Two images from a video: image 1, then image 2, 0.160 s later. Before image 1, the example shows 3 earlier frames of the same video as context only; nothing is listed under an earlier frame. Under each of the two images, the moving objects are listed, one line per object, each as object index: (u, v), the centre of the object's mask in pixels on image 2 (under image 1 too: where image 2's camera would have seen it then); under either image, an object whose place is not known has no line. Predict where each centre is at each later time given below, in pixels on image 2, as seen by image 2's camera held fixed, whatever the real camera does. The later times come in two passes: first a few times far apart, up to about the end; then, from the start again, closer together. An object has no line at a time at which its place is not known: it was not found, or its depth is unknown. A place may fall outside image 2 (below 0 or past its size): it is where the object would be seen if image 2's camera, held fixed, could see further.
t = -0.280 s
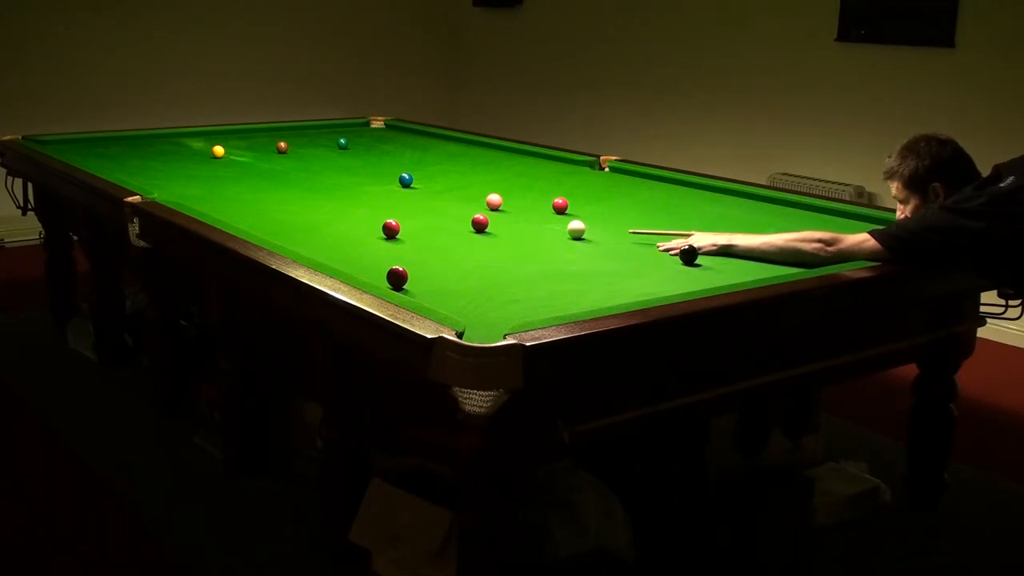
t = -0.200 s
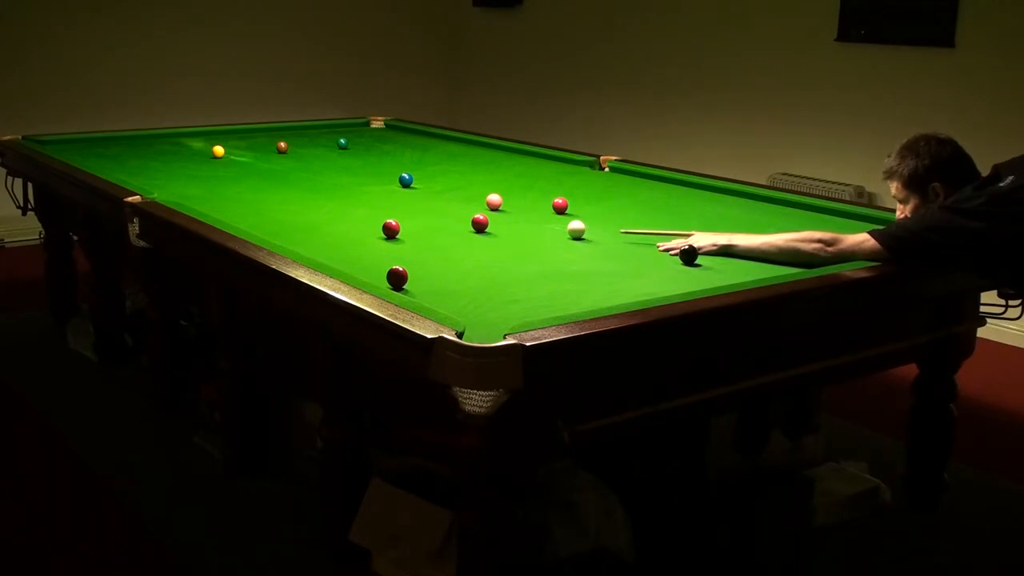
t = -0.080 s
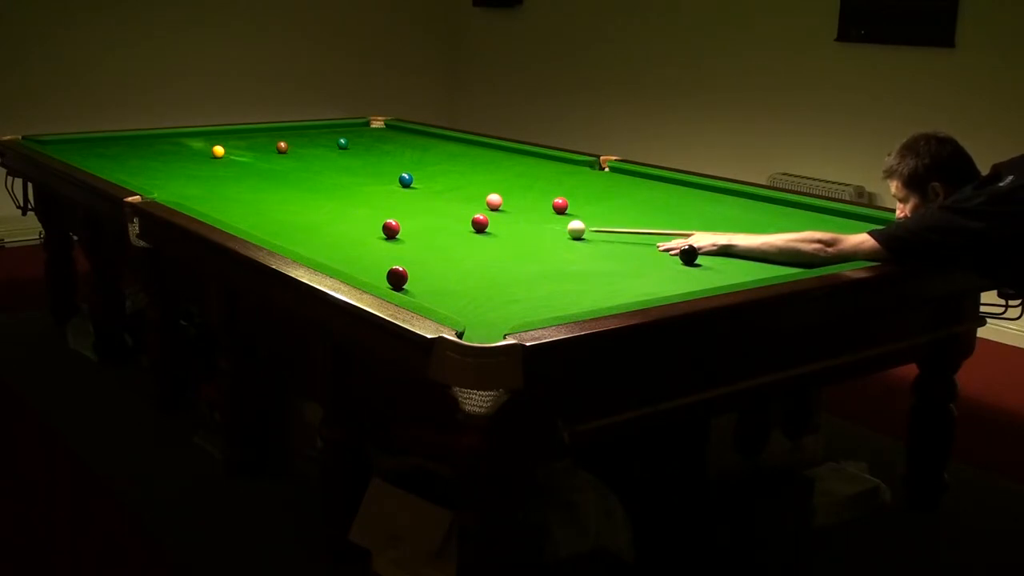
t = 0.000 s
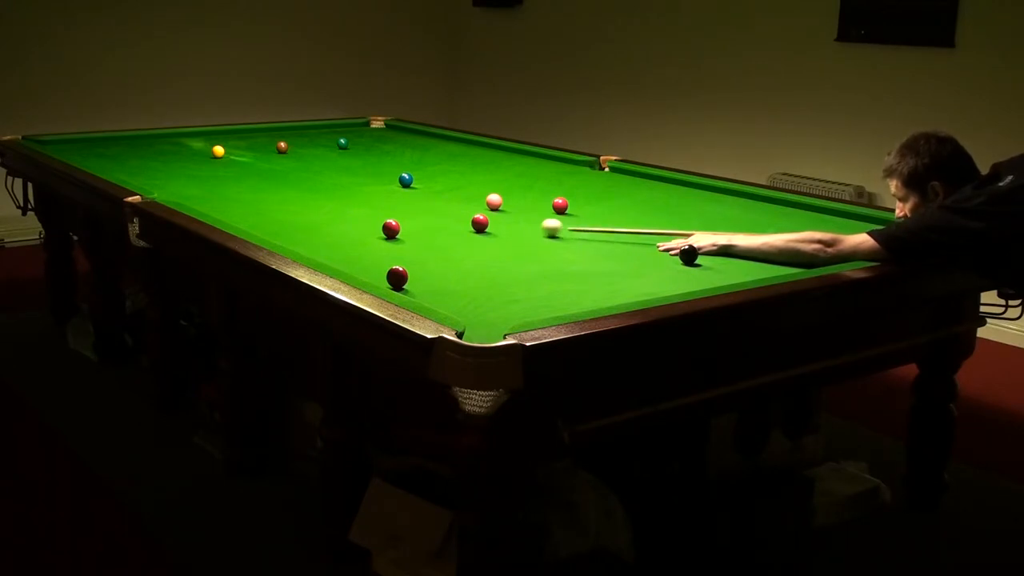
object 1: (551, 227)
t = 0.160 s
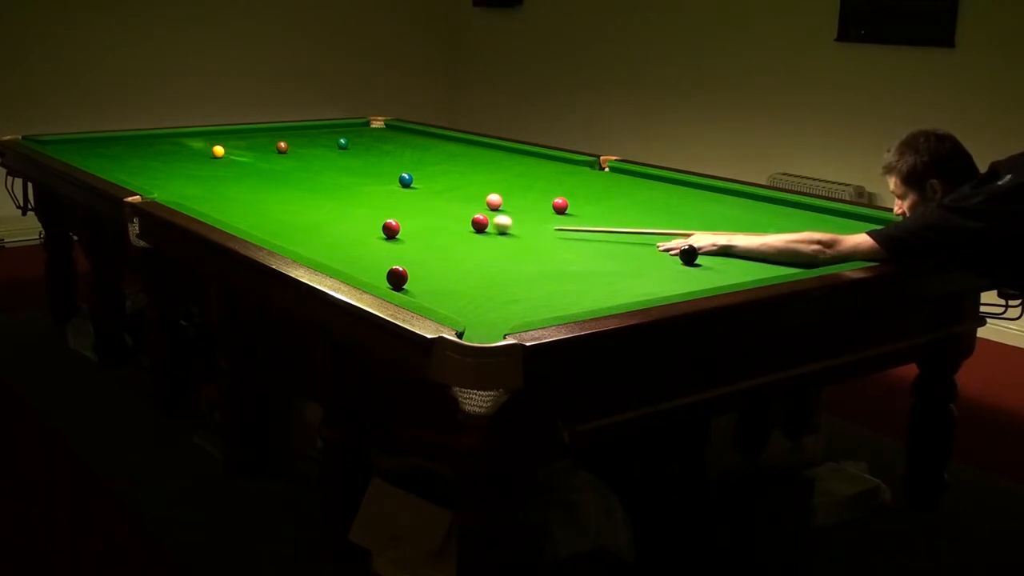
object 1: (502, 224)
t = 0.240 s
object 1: (495, 223)
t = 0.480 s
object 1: (480, 222)
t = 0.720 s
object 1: (467, 221)
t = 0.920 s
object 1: (457, 221)
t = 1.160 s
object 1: (448, 220)
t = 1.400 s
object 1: (441, 220)
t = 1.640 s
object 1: (435, 220)
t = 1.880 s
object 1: (432, 220)
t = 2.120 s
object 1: (431, 220)
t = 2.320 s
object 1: (431, 220)
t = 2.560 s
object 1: (431, 220)
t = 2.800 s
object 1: (431, 219)
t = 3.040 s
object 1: (431, 220)
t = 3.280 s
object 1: (431, 219)
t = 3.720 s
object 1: (427, 218)
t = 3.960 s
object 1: (431, 219)
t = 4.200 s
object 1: (431, 220)
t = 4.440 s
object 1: (431, 220)
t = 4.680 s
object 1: (430, 220)
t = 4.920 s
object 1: (430, 220)
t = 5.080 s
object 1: (431, 220)
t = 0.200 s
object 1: (496, 224)
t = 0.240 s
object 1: (495, 223)
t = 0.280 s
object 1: (492, 223)
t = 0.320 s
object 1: (490, 223)
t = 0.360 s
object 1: (487, 223)
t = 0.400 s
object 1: (485, 223)
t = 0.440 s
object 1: (482, 222)
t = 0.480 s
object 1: (480, 222)
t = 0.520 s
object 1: (477, 222)
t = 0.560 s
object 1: (475, 222)
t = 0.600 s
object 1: (473, 222)
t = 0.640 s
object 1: (471, 222)
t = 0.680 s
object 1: (469, 222)
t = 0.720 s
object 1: (467, 221)
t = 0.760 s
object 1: (465, 221)
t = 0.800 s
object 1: (463, 221)
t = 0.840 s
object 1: (461, 221)
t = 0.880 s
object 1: (459, 221)
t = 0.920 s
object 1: (457, 221)
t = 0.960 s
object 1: (455, 221)
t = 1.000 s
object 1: (454, 221)
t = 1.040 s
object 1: (452, 221)
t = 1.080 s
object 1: (451, 220)
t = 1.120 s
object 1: (449, 220)
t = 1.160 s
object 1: (448, 220)
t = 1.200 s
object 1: (447, 220)
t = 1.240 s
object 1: (445, 220)
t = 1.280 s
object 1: (444, 220)
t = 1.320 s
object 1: (443, 220)
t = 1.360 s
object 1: (442, 220)
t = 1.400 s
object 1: (441, 220)
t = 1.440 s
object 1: (440, 220)
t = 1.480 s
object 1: (439, 220)
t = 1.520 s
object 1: (438, 220)
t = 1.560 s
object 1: (437, 220)
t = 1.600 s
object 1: (436, 220)
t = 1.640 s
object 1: (435, 220)
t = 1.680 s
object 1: (435, 220)
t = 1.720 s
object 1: (434, 220)
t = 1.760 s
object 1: (433, 220)
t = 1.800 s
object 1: (433, 220)
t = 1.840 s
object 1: (432, 220)
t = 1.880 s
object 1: (432, 220)
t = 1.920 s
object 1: (432, 220)
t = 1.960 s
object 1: (432, 220)
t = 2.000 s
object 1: (431, 220)
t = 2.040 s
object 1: (431, 220)
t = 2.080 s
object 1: (431, 220)
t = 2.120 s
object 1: (431, 220)
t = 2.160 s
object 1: (431, 220)
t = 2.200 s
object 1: (431, 220)
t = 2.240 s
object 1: (431, 220)
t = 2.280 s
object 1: (431, 220)
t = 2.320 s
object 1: (431, 220)
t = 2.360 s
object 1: (431, 220)
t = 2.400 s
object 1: (431, 220)
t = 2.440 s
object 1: (431, 220)
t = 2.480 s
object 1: (431, 220)
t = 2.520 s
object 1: (431, 220)
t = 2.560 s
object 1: (431, 220)
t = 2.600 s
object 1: (431, 219)
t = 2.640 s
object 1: (431, 219)
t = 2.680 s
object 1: (431, 219)
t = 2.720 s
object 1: (431, 219)
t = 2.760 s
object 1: (431, 219)
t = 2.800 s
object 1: (431, 219)
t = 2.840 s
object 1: (431, 219)
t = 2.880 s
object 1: (431, 219)
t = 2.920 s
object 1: (431, 219)
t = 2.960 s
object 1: (431, 219)
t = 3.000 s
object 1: (431, 220)
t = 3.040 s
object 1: (431, 220)
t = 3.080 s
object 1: (431, 219)
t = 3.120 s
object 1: (431, 219)
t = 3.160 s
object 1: (431, 219)
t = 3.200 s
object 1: (431, 220)
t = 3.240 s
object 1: (431, 219)
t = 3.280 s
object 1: (431, 219)
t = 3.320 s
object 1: (431, 219)
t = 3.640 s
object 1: (436, 219)
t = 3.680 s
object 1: (431, 219)
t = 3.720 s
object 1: (427, 218)
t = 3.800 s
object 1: (431, 220)
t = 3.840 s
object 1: (431, 219)
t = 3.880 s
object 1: (431, 219)
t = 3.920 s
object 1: (431, 219)
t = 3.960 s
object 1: (431, 219)
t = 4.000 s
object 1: (431, 219)
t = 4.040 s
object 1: (431, 219)
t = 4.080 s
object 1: (431, 219)
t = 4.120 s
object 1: (431, 219)
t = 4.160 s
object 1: (431, 219)
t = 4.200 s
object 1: (431, 220)
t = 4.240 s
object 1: (431, 220)
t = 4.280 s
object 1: (431, 220)
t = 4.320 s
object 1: (431, 220)
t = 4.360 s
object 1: (431, 220)
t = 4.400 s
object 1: (431, 220)
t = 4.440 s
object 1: (431, 220)
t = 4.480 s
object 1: (430, 220)
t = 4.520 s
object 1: (430, 220)
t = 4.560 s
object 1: (431, 220)
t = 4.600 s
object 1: (431, 220)
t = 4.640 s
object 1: (431, 220)
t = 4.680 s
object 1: (430, 220)
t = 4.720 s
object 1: (431, 220)
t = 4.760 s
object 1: (431, 220)
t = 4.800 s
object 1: (431, 220)
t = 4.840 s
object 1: (431, 220)
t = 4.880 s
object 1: (430, 220)
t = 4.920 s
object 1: (430, 220)
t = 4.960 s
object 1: (431, 220)
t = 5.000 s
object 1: (431, 220)
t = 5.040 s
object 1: (431, 220)
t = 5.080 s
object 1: (431, 220)
